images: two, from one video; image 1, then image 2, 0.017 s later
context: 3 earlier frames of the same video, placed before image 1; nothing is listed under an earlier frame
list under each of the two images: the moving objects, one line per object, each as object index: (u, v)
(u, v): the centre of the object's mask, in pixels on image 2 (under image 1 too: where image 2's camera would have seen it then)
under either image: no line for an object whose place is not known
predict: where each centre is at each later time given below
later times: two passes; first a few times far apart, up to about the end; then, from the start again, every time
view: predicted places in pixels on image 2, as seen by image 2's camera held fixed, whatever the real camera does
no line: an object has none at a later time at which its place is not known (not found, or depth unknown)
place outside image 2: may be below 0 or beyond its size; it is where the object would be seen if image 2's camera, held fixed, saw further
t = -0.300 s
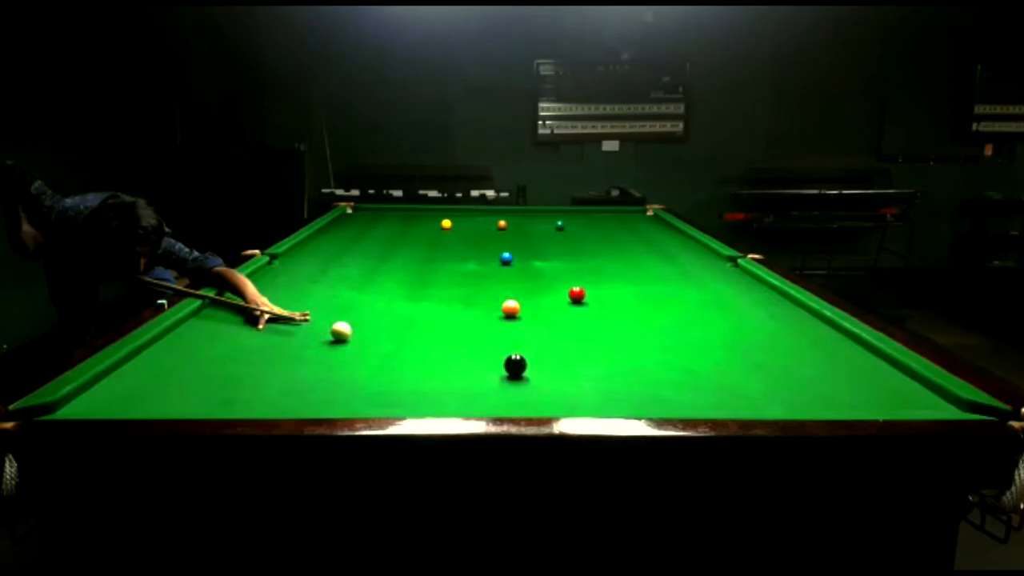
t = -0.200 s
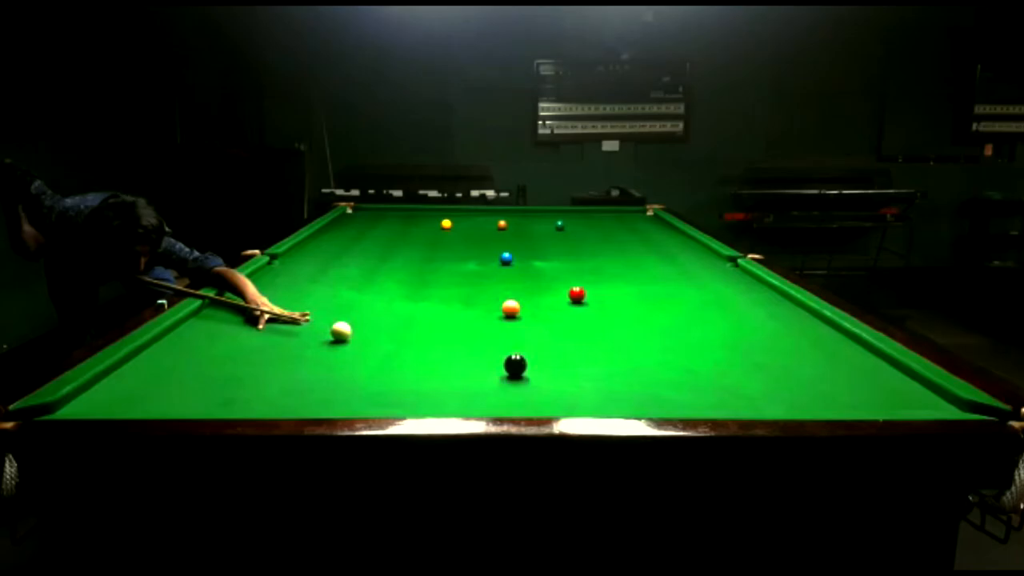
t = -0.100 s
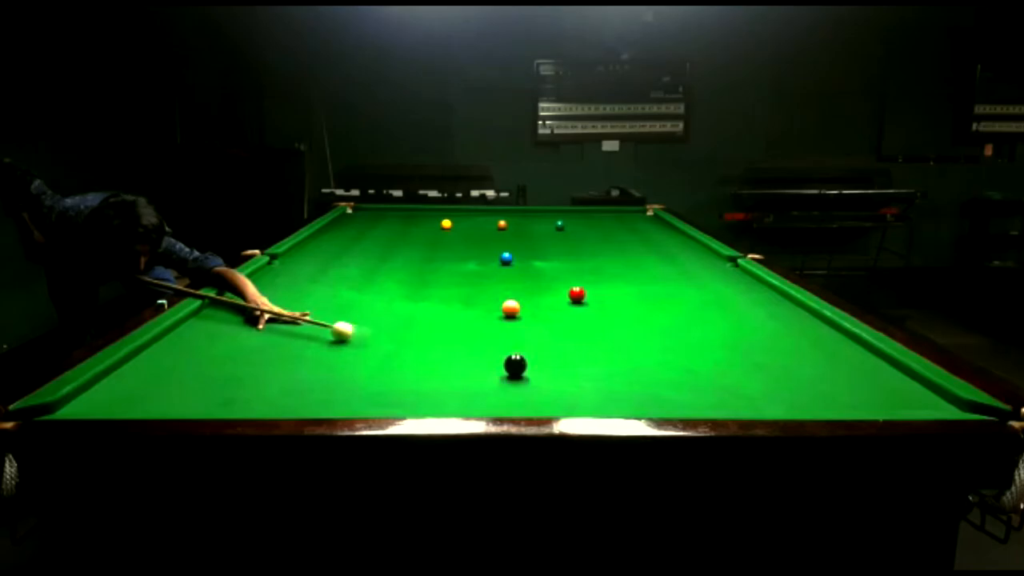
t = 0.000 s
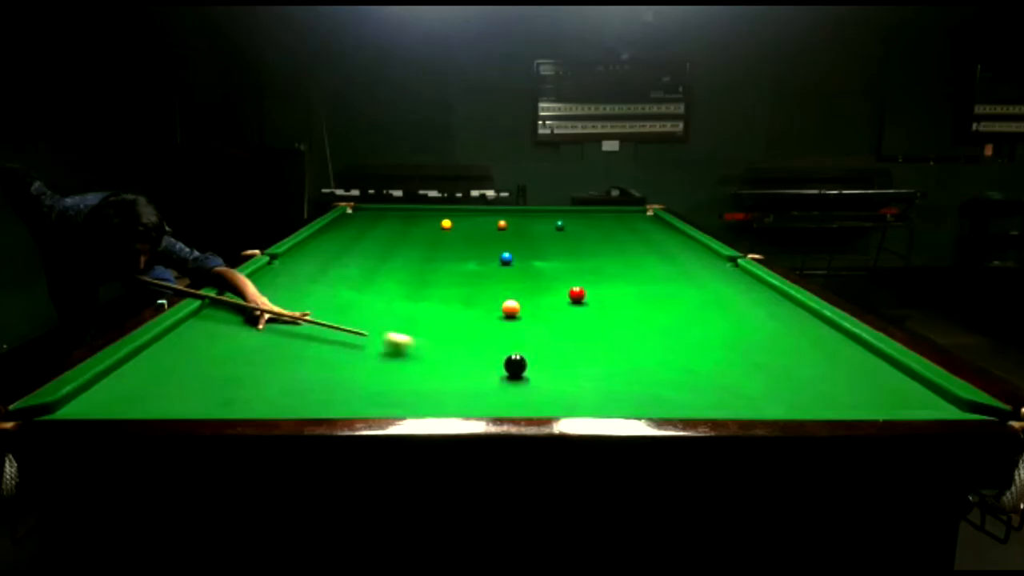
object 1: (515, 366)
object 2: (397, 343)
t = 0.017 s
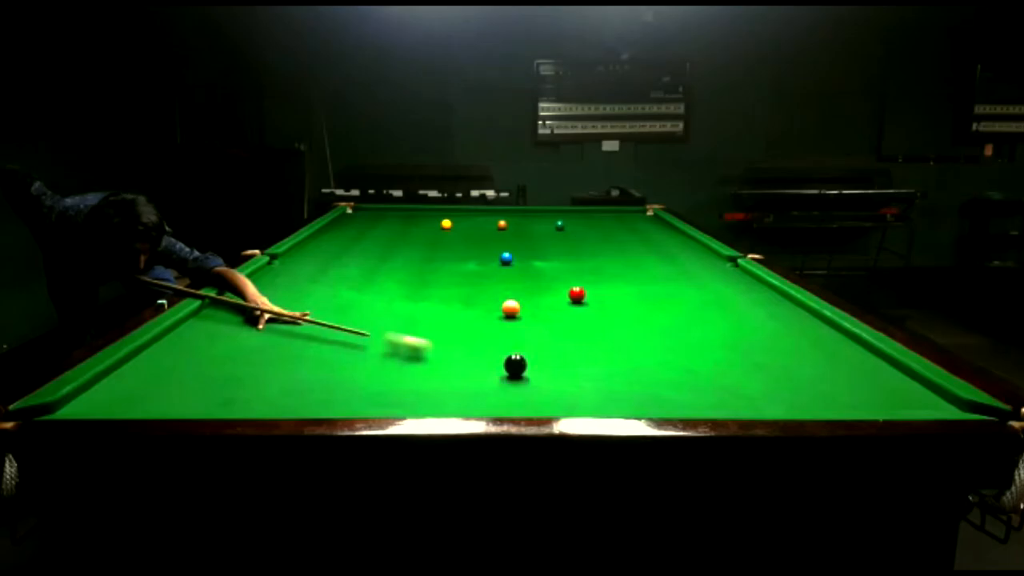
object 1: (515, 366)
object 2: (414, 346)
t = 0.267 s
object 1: (578, 372)
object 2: (490, 370)
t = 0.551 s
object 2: (514, 394)
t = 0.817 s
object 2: (537, 399)
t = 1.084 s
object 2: (550, 387)
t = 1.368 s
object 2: (561, 373)
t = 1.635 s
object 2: (571, 361)
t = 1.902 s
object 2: (579, 351)
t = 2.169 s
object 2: (587, 343)
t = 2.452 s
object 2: (595, 336)
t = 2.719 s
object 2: (601, 330)
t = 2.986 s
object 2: (607, 325)
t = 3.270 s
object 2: (612, 320)
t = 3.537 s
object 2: (617, 316)
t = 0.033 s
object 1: (515, 366)
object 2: (417, 347)
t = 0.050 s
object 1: (515, 366)
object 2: (434, 350)
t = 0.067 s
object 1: (515, 366)
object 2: (435, 351)
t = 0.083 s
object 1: (515, 366)
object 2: (453, 355)
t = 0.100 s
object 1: (515, 366)
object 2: (455, 355)
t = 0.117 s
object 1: (515, 366)
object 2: (473, 359)
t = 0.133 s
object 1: (515, 366)
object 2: (476, 359)
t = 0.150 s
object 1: (515, 366)
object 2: (491, 363)
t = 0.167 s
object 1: (516, 365)
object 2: (492, 363)
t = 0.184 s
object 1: (528, 366)
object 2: (492, 364)
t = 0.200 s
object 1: (536, 366)
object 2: (492, 365)
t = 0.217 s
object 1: (548, 369)
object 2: (491, 366)
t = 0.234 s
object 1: (556, 369)
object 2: (490, 368)
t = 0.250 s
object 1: (568, 372)
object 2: (490, 369)
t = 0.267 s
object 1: (578, 372)
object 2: (490, 370)
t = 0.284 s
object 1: (587, 374)
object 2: (491, 371)
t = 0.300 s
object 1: (594, 374)
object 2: (491, 372)
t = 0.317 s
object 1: (604, 376)
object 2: (492, 374)
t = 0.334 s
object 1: (611, 376)
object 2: (493, 375)
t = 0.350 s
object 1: (620, 377)
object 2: (495, 377)
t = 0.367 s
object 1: (626, 377)
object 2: (496, 378)
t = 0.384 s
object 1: (636, 379)
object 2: (497, 379)
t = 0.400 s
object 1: (642, 379)
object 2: (499, 380)
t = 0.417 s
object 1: (651, 381)
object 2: (500, 382)
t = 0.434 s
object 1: (658, 381)
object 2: (502, 384)
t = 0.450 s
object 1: (667, 382)
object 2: (504, 385)
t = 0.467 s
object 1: (674, 382)
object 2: (505, 386)
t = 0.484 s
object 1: (684, 384)
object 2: (507, 388)
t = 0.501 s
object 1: (690, 384)
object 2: (509, 389)
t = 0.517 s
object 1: (699, 386)
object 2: (511, 391)
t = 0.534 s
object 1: (706, 386)
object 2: (512, 393)
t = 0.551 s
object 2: (514, 394)
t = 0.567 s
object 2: (515, 395)
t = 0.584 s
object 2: (518, 397)
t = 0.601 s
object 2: (519, 398)
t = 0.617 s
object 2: (521, 398)
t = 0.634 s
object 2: (522, 399)
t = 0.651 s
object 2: (524, 400)
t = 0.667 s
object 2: (526, 401)
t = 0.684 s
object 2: (528, 402)
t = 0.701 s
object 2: (530, 403)
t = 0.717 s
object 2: (531, 403)
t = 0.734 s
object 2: (532, 402)
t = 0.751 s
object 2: (534, 401)
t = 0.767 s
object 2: (534, 401)
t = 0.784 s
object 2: (535, 400)
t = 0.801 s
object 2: (536, 400)
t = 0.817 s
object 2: (537, 399)
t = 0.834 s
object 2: (538, 399)
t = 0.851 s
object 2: (539, 398)
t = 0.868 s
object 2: (539, 398)
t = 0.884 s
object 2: (540, 397)
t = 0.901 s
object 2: (541, 397)
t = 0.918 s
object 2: (542, 396)
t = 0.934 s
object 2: (543, 395)
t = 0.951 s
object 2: (544, 395)
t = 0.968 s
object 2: (544, 394)
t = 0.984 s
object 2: (545, 394)
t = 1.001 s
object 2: (546, 393)
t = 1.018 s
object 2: (547, 392)
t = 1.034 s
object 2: (547, 391)
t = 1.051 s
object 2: (548, 390)
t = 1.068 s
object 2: (549, 388)
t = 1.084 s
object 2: (550, 387)
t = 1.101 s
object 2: (550, 386)
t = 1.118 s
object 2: (551, 385)
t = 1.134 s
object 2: (552, 384)
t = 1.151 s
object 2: (552, 383)
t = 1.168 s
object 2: (553, 382)
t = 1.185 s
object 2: (554, 381)
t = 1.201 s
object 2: (554, 381)
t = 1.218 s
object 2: (555, 380)
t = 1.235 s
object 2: (556, 379)
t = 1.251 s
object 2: (557, 378)
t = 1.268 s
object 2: (557, 377)
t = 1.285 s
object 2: (558, 376)
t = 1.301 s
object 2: (558, 376)
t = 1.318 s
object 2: (559, 375)
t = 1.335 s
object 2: (560, 374)
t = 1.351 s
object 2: (561, 373)
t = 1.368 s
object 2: (561, 373)
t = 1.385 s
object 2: (562, 372)
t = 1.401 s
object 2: (562, 371)
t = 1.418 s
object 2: (563, 370)
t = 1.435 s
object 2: (564, 369)
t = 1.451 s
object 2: (564, 369)
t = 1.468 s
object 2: (565, 368)
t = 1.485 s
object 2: (565, 367)
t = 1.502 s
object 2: (566, 367)
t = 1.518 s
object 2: (567, 366)
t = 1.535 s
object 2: (567, 365)
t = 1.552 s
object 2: (568, 364)
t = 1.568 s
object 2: (569, 364)
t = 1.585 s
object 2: (569, 363)
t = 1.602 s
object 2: (570, 362)
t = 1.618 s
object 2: (570, 362)
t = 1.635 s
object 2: (571, 361)
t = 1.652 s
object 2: (571, 360)
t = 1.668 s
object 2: (572, 360)
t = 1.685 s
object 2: (573, 359)
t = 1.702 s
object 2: (573, 358)
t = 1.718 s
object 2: (574, 358)
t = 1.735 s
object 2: (574, 357)
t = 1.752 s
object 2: (575, 356)
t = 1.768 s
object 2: (575, 356)
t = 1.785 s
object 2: (576, 355)
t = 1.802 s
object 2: (576, 355)
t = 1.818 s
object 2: (577, 355)
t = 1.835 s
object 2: (577, 354)
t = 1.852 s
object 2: (578, 353)
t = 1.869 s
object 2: (578, 352)
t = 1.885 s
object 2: (579, 352)
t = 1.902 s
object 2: (579, 351)
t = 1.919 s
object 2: (580, 351)
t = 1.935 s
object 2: (580, 350)
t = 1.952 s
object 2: (581, 350)
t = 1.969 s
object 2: (582, 349)
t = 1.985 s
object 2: (582, 349)
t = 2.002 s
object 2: (582, 348)
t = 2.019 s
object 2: (583, 348)
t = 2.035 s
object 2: (583, 347)
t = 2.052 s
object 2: (584, 347)
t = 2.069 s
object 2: (585, 346)
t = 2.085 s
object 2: (585, 346)
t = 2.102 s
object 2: (585, 345)
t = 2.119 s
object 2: (586, 345)
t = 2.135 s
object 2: (586, 344)
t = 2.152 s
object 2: (587, 344)
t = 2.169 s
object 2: (587, 343)
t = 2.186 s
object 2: (588, 343)
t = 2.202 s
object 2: (588, 342)
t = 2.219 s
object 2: (589, 342)
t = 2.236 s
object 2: (589, 341)
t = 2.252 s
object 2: (590, 341)
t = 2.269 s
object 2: (590, 340)
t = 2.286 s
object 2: (590, 340)
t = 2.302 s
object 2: (591, 340)
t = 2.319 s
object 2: (591, 339)
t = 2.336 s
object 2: (592, 339)
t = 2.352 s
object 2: (592, 338)
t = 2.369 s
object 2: (593, 338)
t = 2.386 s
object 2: (593, 337)
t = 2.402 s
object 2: (594, 337)
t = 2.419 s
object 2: (594, 336)
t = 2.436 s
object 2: (594, 336)
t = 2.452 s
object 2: (595, 336)
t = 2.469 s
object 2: (595, 335)
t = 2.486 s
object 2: (596, 335)
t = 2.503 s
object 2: (596, 334)
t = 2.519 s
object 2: (596, 334)
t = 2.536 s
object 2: (597, 334)
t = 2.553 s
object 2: (597, 333)
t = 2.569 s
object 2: (598, 333)
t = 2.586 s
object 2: (598, 333)
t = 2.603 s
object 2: (598, 332)
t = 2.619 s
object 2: (599, 332)
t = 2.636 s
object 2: (599, 331)
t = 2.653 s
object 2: (600, 331)
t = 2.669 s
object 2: (600, 331)
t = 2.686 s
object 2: (600, 331)
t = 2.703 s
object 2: (601, 330)
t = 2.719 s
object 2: (601, 330)
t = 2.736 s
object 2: (602, 329)
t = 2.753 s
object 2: (602, 329)
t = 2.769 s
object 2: (602, 329)
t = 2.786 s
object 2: (603, 328)
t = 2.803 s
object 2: (603, 328)
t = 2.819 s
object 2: (603, 328)
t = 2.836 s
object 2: (604, 327)
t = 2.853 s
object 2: (604, 327)
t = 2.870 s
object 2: (604, 327)
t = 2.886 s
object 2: (605, 326)
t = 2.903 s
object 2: (605, 326)
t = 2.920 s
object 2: (606, 326)
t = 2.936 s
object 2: (606, 326)
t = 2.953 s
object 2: (606, 326)
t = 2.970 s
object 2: (607, 325)
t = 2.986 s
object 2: (607, 325)
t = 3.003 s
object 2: (607, 325)
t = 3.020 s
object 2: (607, 324)
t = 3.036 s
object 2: (608, 324)
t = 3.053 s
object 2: (608, 324)
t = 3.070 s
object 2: (609, 324)
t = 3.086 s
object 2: (609, 323)
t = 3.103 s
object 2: (609, 323)
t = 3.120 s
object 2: (609, 323)
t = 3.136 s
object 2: (610, 322)
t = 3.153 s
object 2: (610, 322)
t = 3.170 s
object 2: (610, 322)
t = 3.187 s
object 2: (611, 322)
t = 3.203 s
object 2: (611, 322)
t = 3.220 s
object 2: (611, 321)
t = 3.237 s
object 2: (612, 321)
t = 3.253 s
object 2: (612, 320)
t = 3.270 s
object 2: (612, 320)
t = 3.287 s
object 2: (612, 320)
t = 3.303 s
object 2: (613, 320)
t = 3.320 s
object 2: (613, 319)
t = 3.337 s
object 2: (613, 319)
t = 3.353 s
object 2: (614, 319)
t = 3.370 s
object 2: (614, 319)
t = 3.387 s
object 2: (614, 319)
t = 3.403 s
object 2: (614, 318)
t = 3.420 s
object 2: (615, 318)
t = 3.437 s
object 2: (615, 318)
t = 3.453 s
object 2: (615, 318)
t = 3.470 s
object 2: (616, 317)
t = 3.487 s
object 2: (616, 317)
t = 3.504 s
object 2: (616, 317)
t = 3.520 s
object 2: (616, 317)
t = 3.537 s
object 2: (617, 316)
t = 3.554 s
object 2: (617, 316)
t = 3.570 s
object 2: (617, 316)
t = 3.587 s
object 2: (617, 316)
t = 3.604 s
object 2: (618, 316)
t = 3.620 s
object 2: (618, 316)
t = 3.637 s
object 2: (618, 315)
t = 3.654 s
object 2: (619, 315)
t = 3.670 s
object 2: (619, 315)
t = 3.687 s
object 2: (619, 315)
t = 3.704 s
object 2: (619, 315)
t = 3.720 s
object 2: (621, 314)
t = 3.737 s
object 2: (622, 314)
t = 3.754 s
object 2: (624, 314)
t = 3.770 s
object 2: (625, 313)
